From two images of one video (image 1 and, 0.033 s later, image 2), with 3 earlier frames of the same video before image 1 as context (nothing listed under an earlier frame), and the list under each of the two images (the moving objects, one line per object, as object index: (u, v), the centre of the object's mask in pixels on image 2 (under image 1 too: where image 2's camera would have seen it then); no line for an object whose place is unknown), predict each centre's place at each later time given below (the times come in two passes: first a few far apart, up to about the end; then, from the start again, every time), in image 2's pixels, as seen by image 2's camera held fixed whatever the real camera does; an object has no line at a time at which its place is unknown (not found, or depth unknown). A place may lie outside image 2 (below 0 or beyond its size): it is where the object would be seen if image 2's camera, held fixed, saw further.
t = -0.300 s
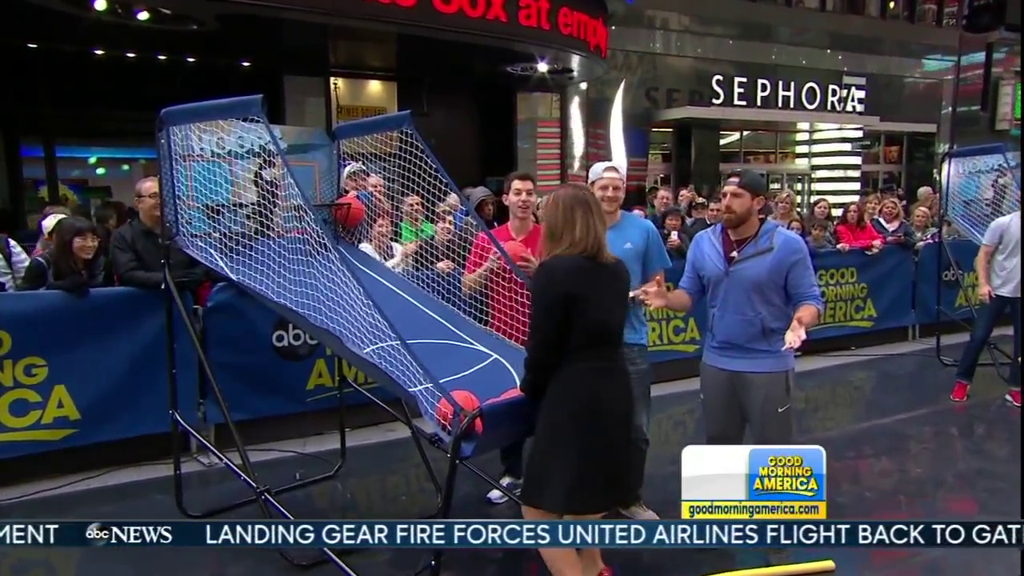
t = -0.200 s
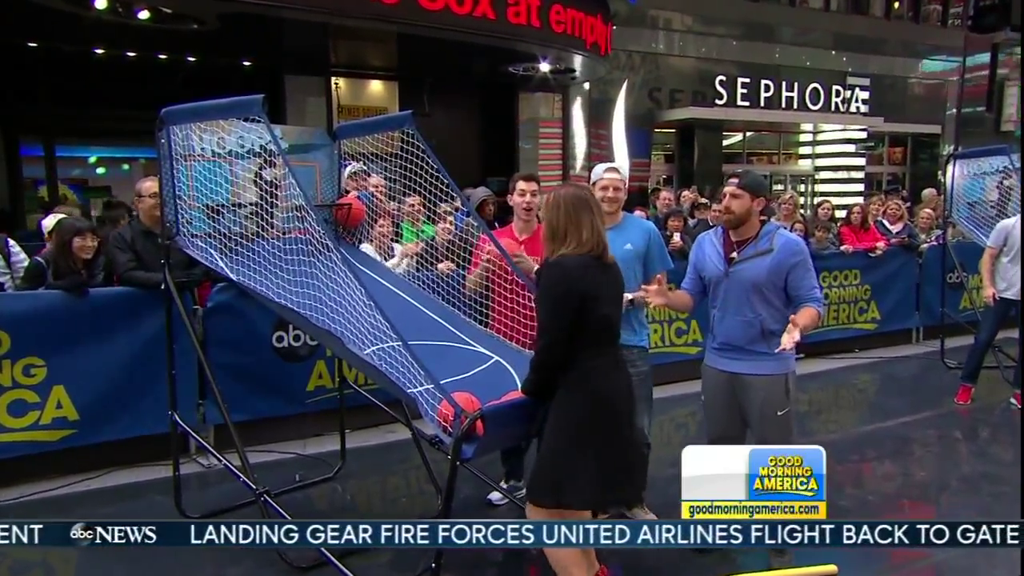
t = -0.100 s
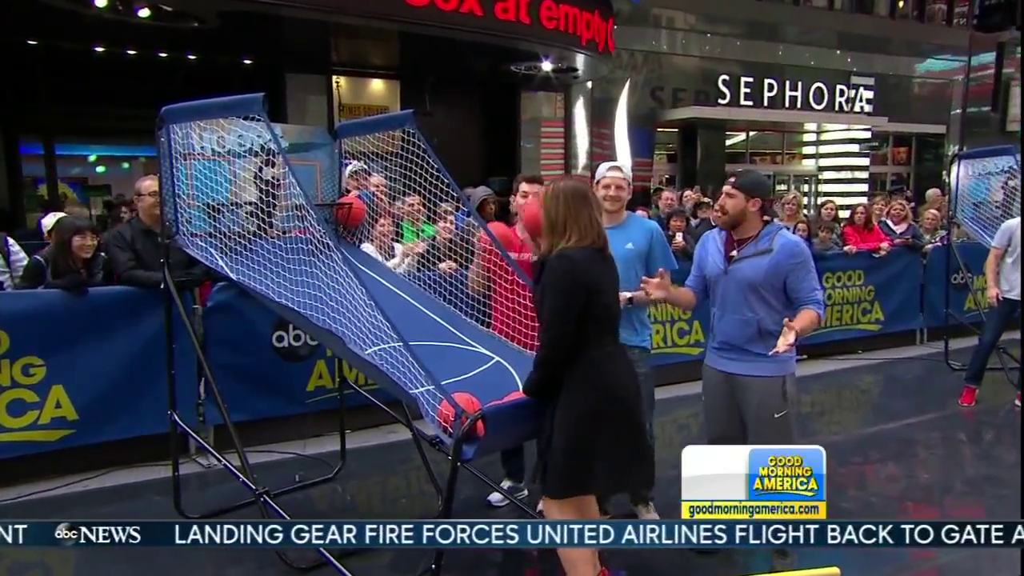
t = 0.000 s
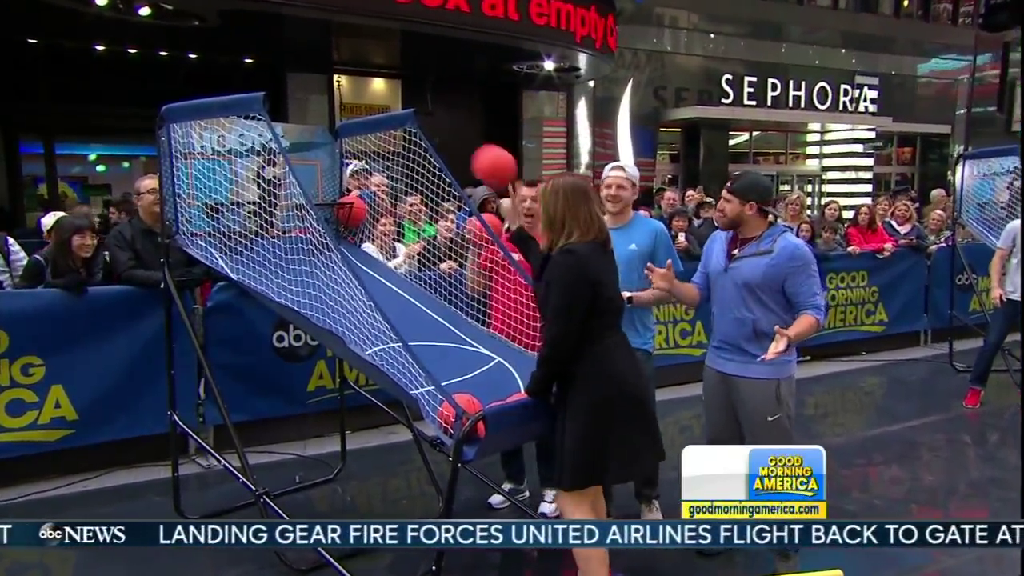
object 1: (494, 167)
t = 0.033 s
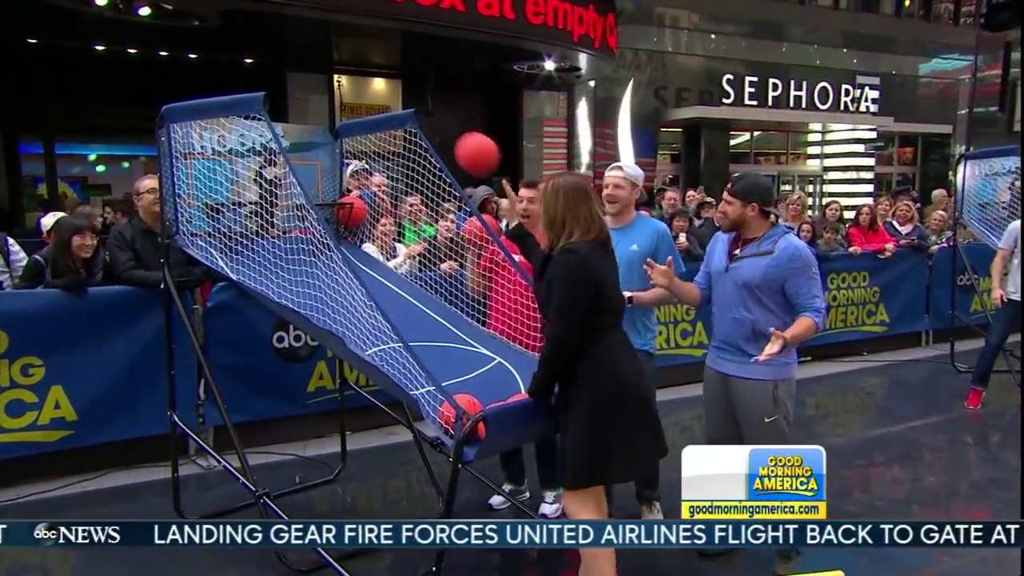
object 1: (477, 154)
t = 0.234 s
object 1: (387, 132)
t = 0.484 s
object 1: (320, 184)
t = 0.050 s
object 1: (468, 148)
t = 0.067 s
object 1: (460, 144)
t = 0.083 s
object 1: (452, 139)
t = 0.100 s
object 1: (444, 136)
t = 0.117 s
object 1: (437, 133)
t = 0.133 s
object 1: (430, 131)
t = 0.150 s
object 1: (422, 130)
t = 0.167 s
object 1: (415, 129)
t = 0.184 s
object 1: (407, 128)
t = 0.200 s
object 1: (400, 128)
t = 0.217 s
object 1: (393, 130)
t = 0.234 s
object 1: (387, 132)
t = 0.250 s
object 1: (381, 133)
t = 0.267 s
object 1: (374, 135)
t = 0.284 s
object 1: (368, 138)
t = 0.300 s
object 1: (362, 142)
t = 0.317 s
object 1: (355, 146)
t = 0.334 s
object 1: (350, 150)
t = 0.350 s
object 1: (344, 156)
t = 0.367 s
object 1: (339, 160)
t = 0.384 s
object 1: (333, 166)
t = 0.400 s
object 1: (328, 172)
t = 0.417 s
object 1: (322, 180)
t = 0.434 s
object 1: (319, 184)
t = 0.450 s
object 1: (319, 187)
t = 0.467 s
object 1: (319, 185)
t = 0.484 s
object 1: (320, 184)
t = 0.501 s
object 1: (320, 183)
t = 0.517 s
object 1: (321, 182)
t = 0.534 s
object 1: (323, 182)
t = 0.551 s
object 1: (325, 182)
